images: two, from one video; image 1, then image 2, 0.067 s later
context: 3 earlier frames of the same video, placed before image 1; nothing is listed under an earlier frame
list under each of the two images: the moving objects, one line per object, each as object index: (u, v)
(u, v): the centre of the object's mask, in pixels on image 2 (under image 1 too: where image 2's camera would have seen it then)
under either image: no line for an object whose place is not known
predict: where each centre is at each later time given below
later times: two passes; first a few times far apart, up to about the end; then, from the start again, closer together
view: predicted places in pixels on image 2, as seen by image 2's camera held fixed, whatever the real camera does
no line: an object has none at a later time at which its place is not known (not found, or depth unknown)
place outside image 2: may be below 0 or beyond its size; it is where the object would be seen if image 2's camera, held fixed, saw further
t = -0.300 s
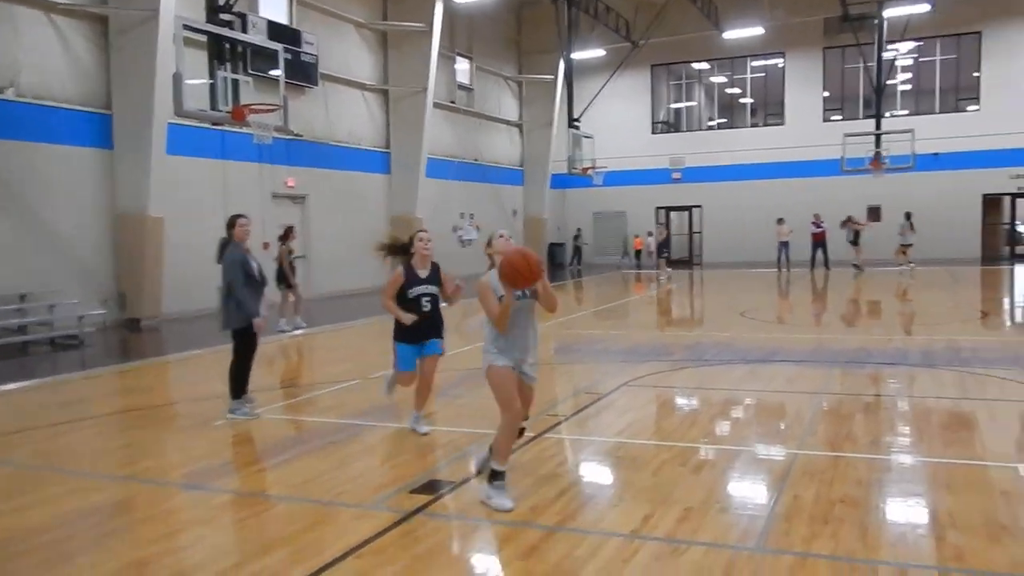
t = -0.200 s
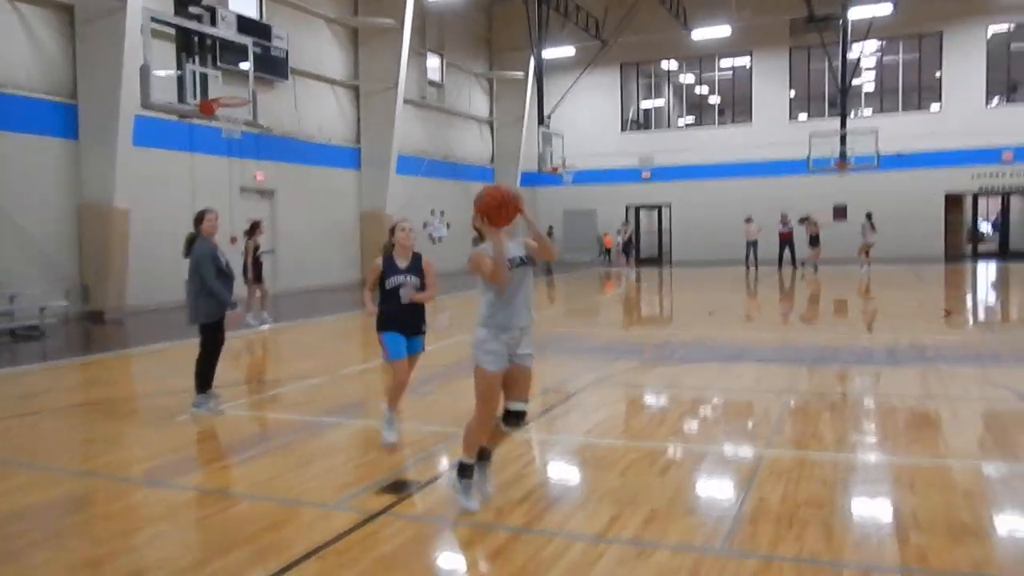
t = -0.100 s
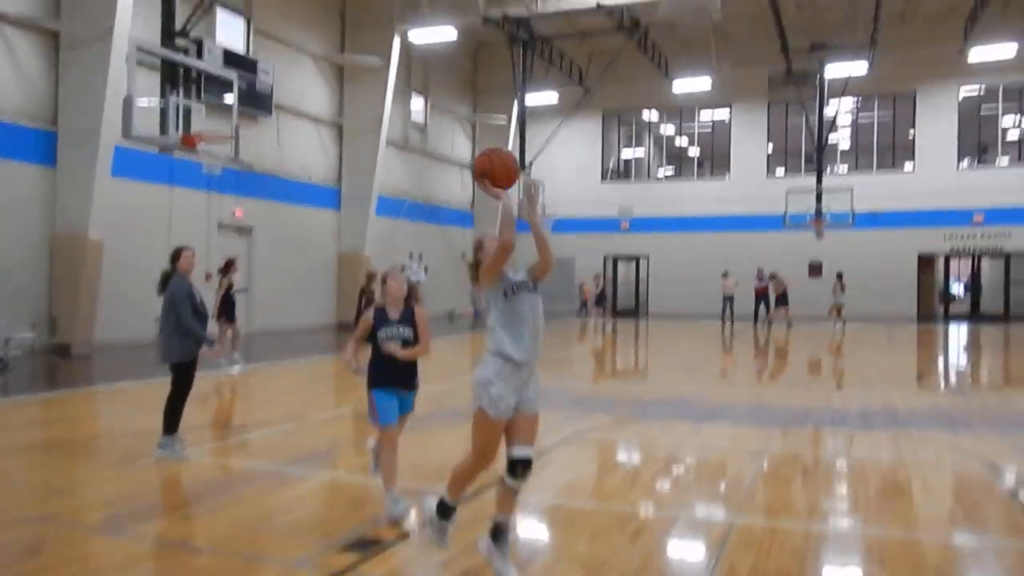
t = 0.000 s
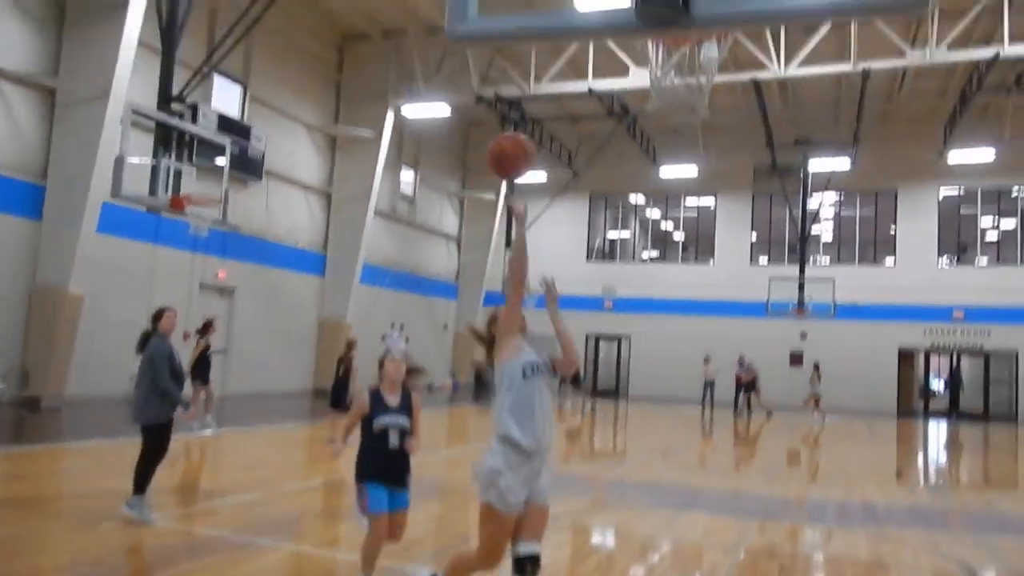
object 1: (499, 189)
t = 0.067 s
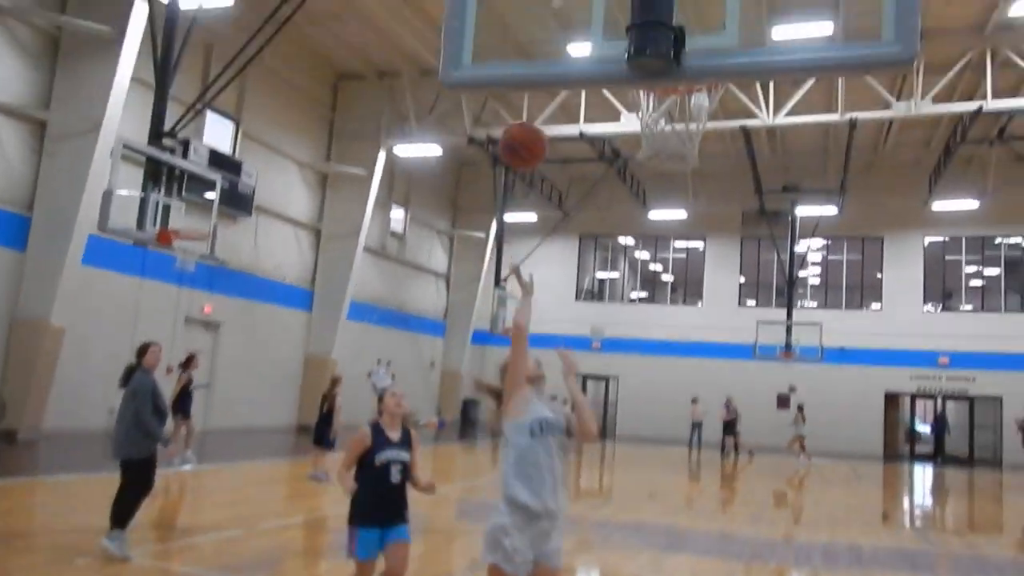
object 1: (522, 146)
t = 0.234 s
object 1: (578, 38)
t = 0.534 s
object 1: (666, 98)
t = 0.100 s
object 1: (535, 125)
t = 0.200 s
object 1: (571, 49)
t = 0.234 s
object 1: (578, 38)
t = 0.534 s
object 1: (666, 98)
